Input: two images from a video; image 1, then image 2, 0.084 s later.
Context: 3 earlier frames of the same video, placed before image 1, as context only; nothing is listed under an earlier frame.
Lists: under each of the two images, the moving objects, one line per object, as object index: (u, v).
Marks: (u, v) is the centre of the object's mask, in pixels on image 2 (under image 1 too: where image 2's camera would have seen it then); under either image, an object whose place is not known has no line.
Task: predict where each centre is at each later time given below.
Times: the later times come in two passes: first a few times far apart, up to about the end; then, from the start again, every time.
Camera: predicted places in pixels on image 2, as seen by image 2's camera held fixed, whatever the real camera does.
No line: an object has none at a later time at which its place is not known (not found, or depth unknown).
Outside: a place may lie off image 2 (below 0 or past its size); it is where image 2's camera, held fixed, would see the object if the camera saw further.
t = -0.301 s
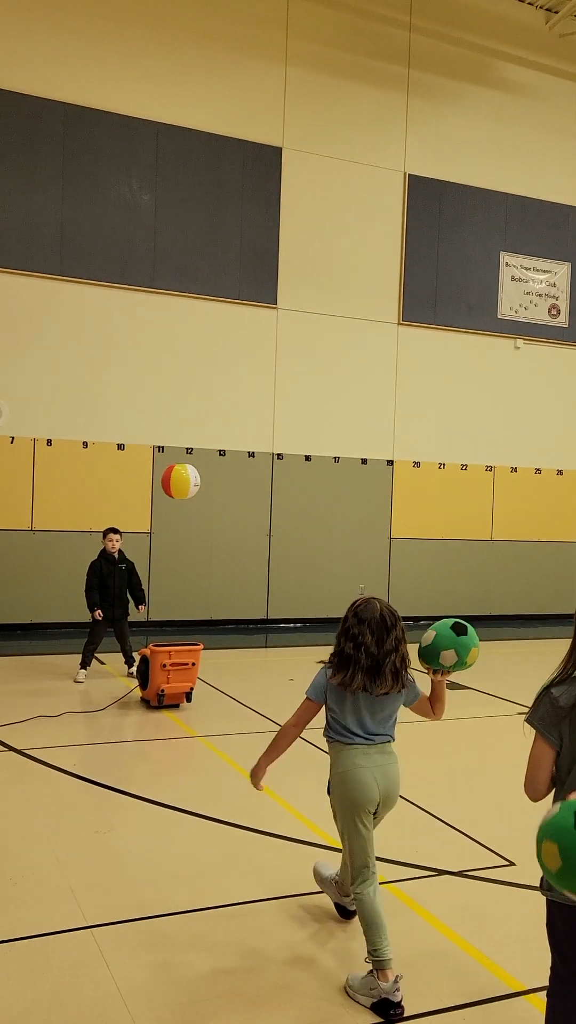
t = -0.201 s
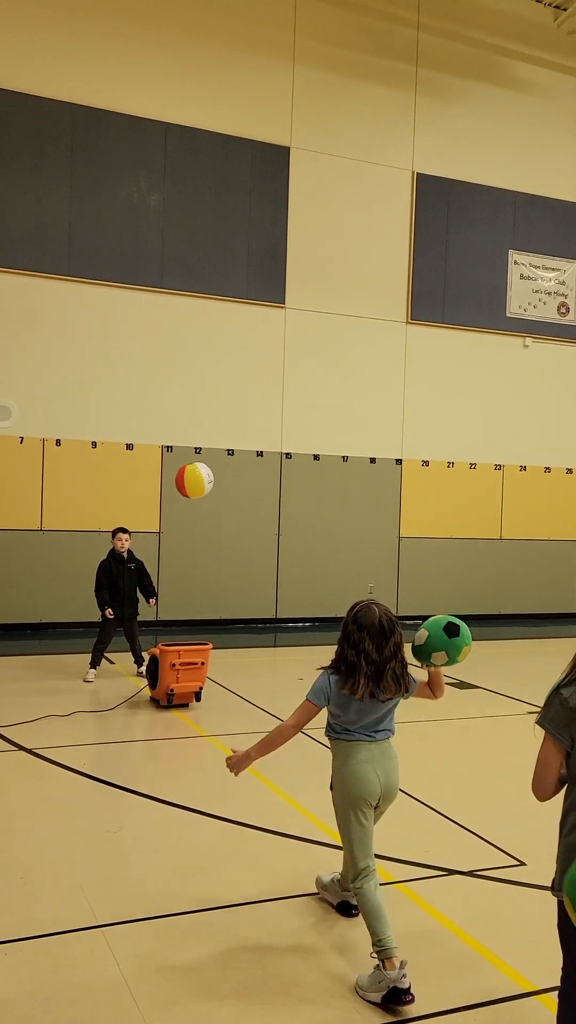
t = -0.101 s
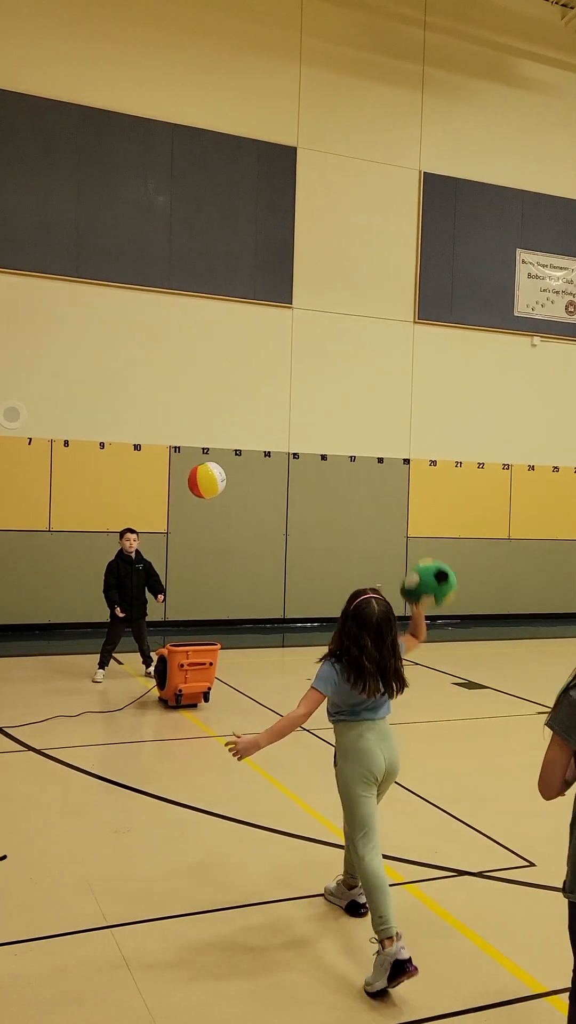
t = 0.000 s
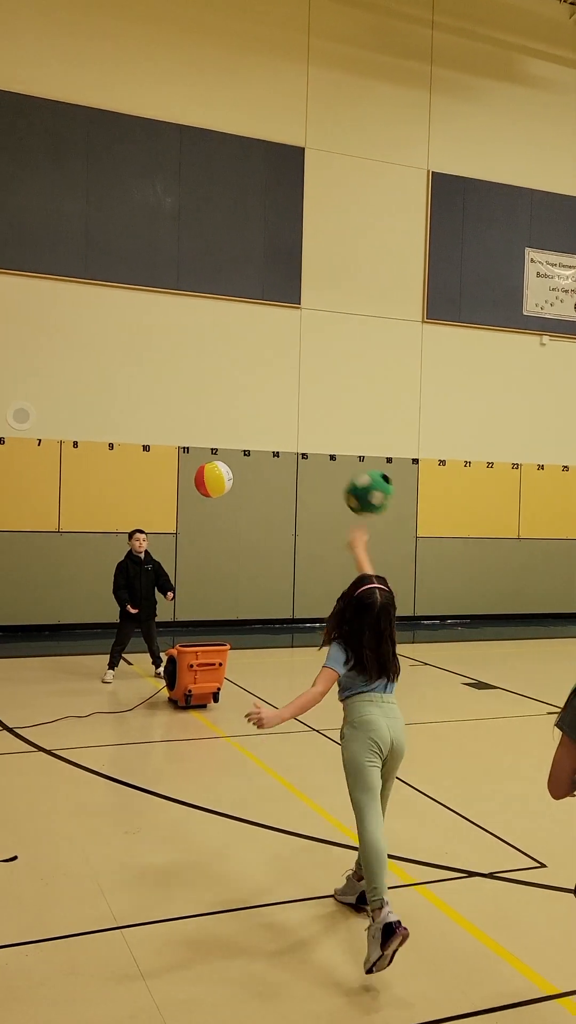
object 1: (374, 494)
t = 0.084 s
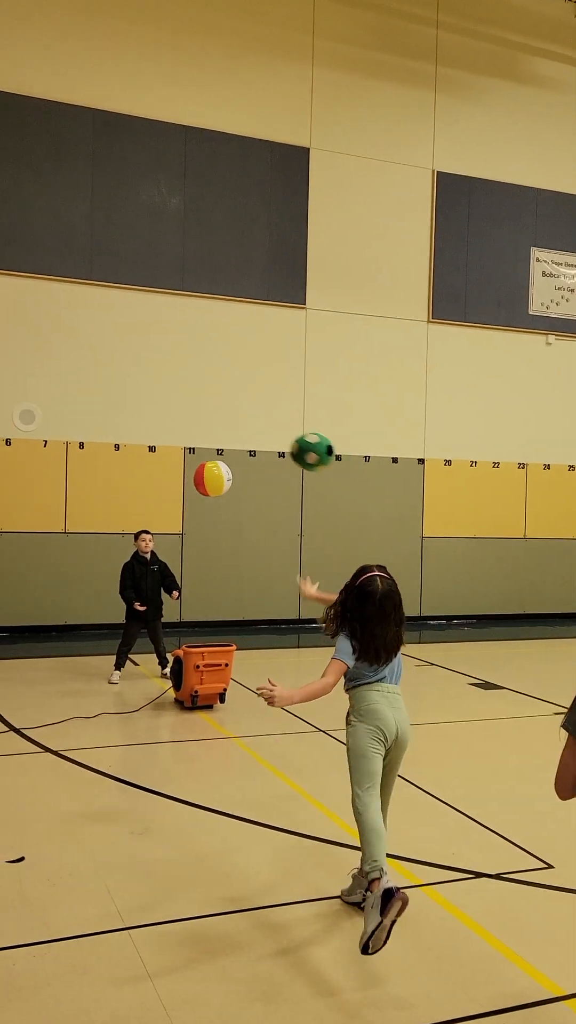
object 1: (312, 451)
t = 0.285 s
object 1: (215, 431)
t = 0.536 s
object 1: (148, 483)
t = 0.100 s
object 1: (301, 446)
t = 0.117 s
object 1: (291, 442)
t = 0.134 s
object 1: (282, 439)
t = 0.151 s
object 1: (273, 436)
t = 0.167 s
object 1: (264, 433)
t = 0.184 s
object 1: (256, 432)
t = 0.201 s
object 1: (248, 431)
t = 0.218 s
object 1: (241, 430)
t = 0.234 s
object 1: (234, 430)
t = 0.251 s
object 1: (227, 430)
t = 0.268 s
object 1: (221, 431)
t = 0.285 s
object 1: (215, 431)
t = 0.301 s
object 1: (209, 433)
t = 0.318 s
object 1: (203, 435)
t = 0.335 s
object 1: (198, 437)
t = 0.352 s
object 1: (193, 439)
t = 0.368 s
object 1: (188, 442)
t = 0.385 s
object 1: (184, 445)
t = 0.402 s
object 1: (179, 448)
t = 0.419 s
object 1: (175, 452)
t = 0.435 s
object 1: (170, 456)
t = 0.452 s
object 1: (166, 460)
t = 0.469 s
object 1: (162, 464)
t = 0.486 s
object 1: (159, 468)
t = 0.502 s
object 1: (155, 473)
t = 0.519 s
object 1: (152, 478)
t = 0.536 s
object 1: (148, 483)
